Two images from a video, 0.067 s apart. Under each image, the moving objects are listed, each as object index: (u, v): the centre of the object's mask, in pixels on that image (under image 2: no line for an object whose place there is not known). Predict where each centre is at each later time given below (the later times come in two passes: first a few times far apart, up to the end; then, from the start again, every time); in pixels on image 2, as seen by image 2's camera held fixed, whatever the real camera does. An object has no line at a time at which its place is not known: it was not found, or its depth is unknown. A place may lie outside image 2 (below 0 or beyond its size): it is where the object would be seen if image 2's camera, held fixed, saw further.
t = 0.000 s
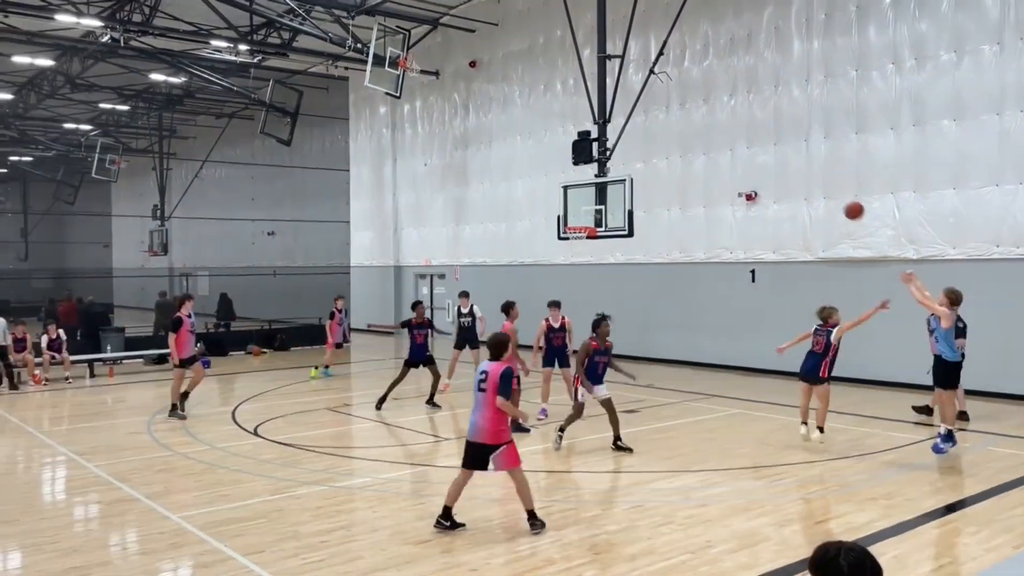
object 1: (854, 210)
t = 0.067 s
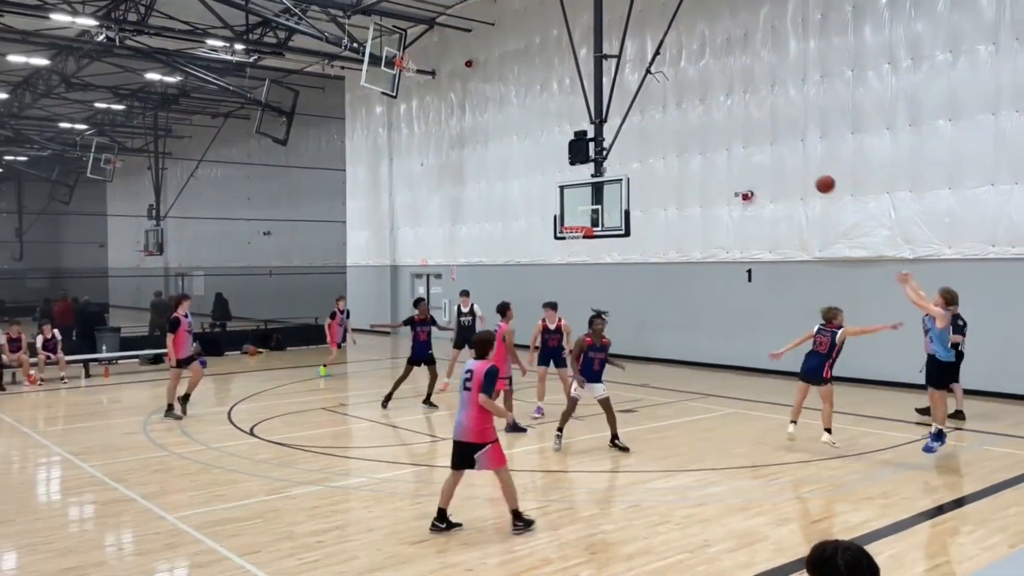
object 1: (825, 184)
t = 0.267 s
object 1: (759, 133)
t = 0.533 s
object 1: (686, 116)
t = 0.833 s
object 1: (620, 150)
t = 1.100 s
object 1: (574, 210)
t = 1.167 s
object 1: (570, 221)
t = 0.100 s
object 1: (813, 173)
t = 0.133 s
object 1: (802, 163)
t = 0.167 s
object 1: (791, 154)
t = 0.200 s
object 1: (780, 146)
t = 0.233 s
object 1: (769, 138)
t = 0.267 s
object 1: (759, 133)
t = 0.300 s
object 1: (749, 128)
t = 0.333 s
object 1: (740, 124)
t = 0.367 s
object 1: (730, 120)
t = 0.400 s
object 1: (721, 118)
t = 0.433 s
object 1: (712, 117)
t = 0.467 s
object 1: (703, 116)
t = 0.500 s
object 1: (695, 116)
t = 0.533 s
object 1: (686, 116)
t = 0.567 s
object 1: (678, 117)
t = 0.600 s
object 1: (670, 120)
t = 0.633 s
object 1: (663, 122)
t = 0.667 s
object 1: (655, 126)
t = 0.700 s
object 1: (647, 129)
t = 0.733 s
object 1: (640, 134)
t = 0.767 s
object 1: (634, 139)
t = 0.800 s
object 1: (627, 144)
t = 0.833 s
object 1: (620, 150)
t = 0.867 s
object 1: (614, 157)
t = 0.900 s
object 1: (607, 164)
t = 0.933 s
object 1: (601, 171)
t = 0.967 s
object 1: (595, 180)
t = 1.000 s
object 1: (592, 183)
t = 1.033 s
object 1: (585, 192)
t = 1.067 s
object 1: (580, 201)
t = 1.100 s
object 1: (574, 210)
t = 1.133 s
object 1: (569, 220)
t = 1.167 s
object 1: (570, 221)
